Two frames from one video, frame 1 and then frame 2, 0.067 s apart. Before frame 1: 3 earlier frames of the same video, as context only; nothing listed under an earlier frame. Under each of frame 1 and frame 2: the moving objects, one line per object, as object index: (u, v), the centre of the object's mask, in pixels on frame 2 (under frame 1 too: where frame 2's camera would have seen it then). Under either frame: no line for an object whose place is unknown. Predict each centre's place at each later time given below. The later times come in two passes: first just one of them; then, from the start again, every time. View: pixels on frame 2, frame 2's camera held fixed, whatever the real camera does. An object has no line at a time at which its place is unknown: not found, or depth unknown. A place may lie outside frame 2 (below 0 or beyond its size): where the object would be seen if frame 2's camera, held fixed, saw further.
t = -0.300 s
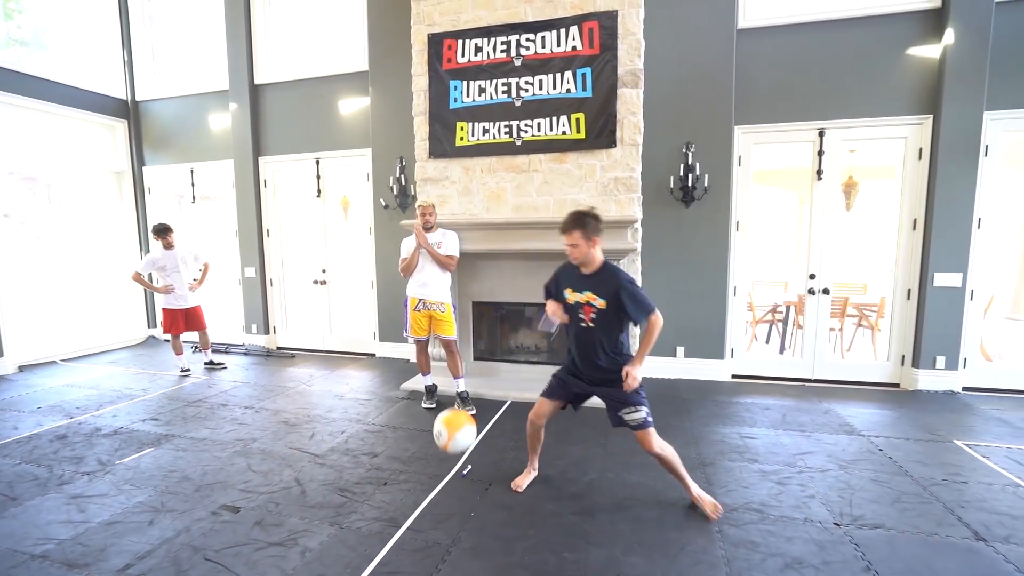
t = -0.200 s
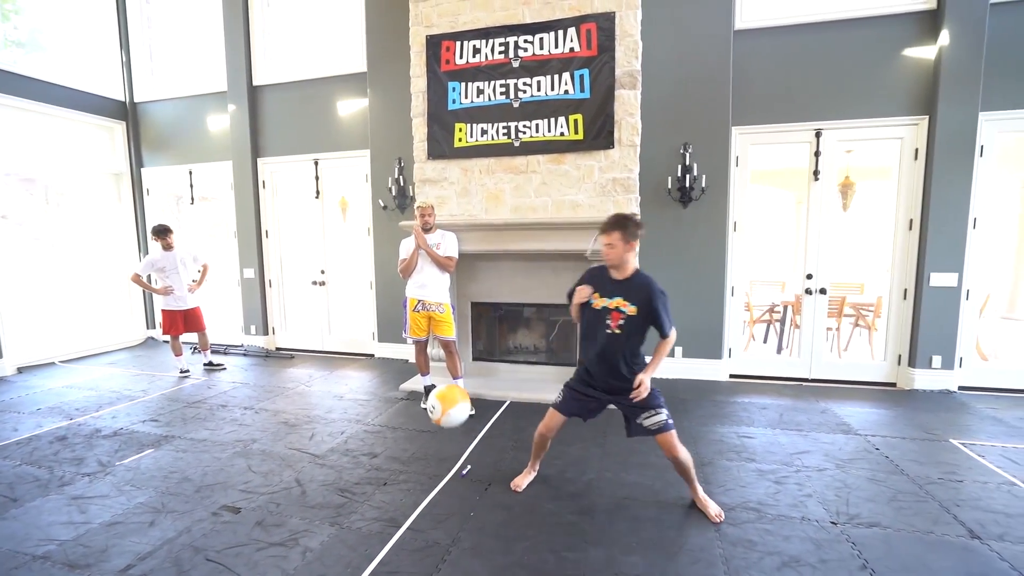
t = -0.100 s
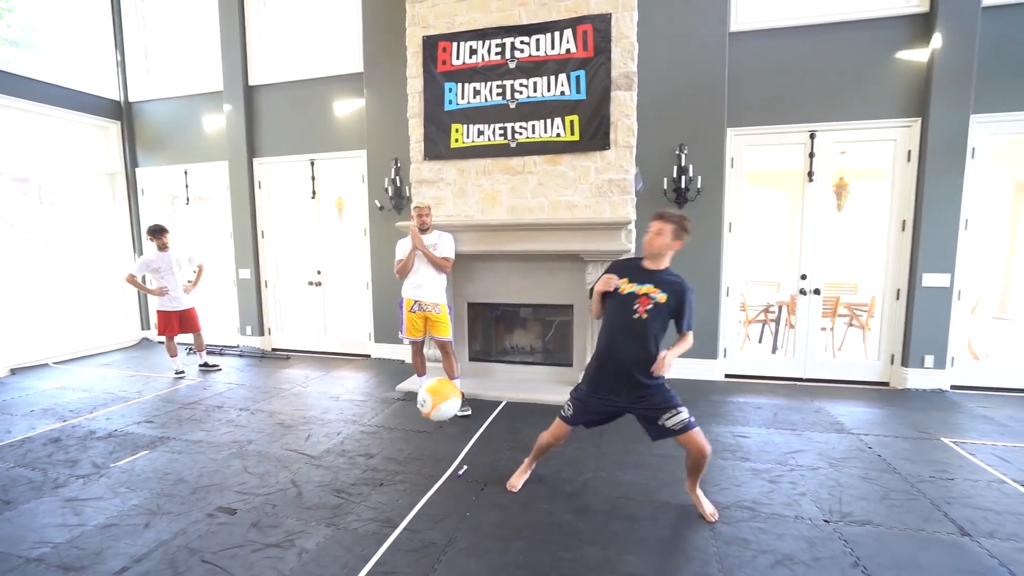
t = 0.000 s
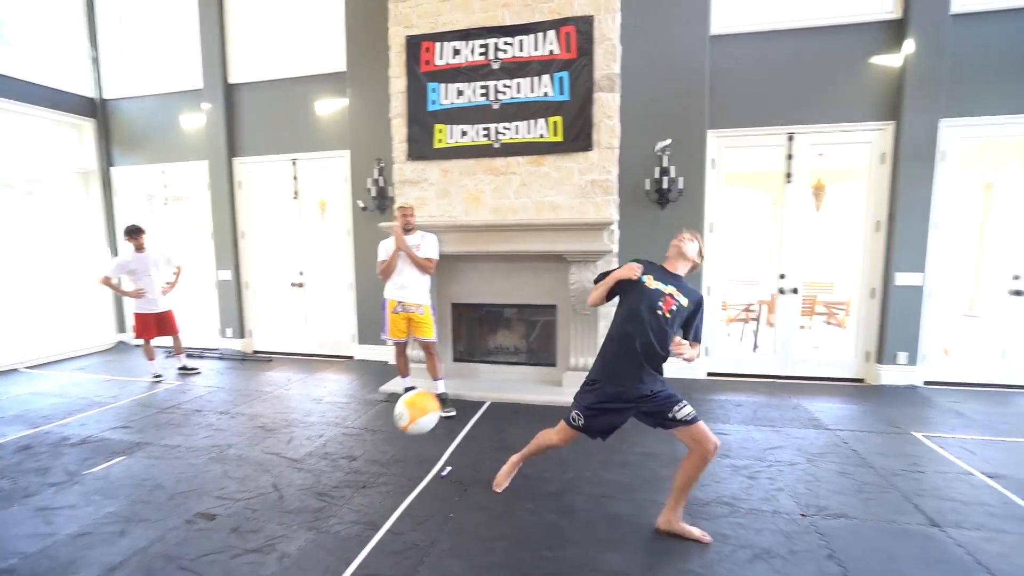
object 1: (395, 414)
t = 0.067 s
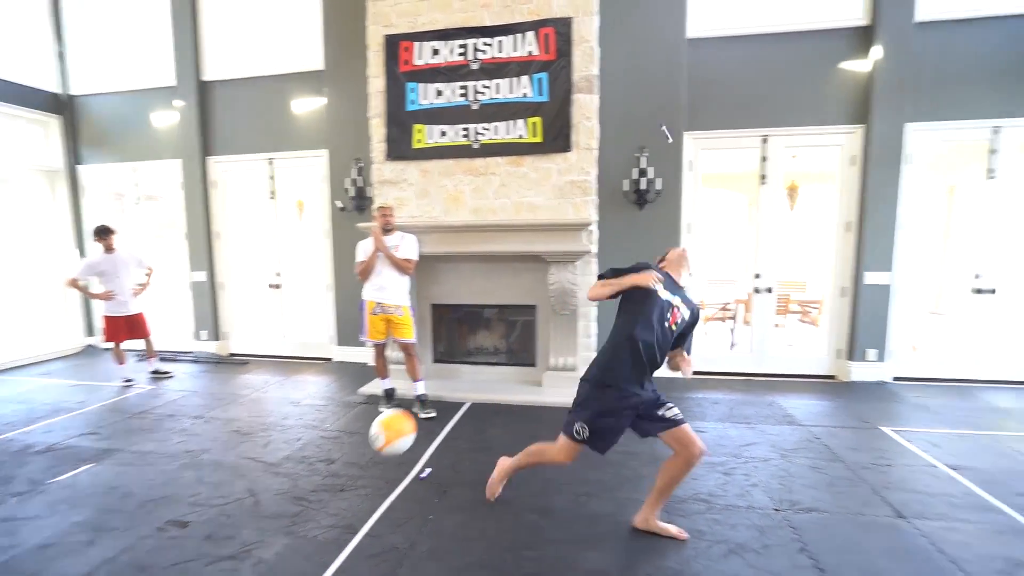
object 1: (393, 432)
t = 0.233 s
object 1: (390, 513)
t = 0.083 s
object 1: (393, 438)
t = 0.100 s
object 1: (392, 444)
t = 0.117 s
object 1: (392, 451)
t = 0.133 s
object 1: (391, 459)
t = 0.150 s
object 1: (390, 466)
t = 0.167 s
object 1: (390, 474)
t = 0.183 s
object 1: (390, 484)
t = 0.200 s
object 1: (390, 492)
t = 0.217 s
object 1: (391, 502)
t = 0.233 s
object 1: (390, 513)
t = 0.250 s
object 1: (390, 518)
